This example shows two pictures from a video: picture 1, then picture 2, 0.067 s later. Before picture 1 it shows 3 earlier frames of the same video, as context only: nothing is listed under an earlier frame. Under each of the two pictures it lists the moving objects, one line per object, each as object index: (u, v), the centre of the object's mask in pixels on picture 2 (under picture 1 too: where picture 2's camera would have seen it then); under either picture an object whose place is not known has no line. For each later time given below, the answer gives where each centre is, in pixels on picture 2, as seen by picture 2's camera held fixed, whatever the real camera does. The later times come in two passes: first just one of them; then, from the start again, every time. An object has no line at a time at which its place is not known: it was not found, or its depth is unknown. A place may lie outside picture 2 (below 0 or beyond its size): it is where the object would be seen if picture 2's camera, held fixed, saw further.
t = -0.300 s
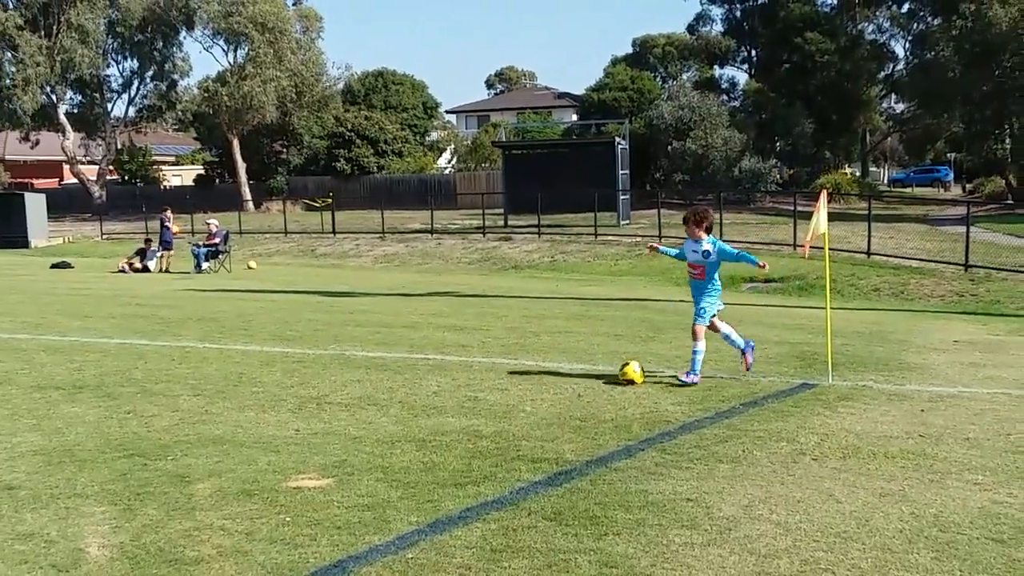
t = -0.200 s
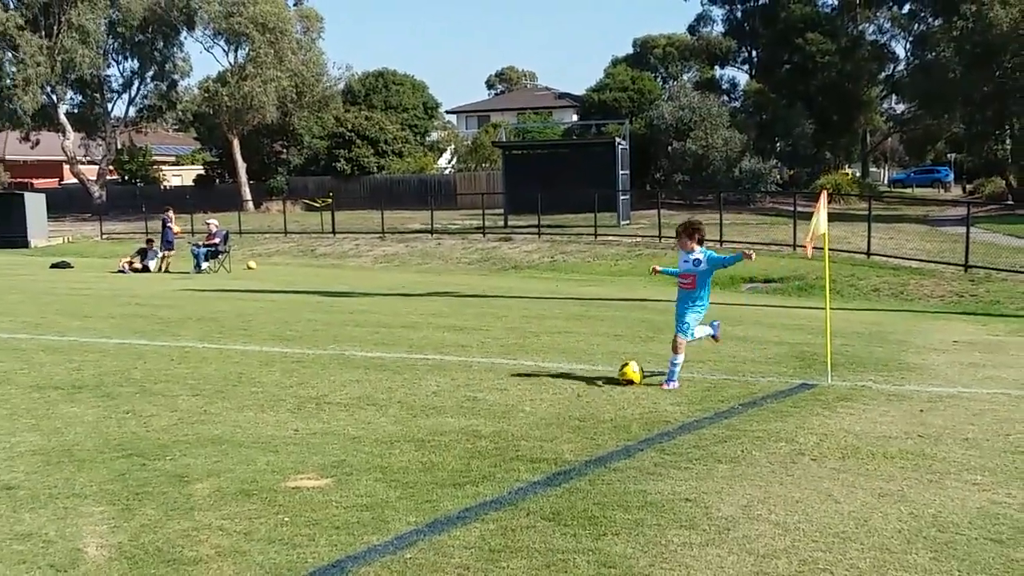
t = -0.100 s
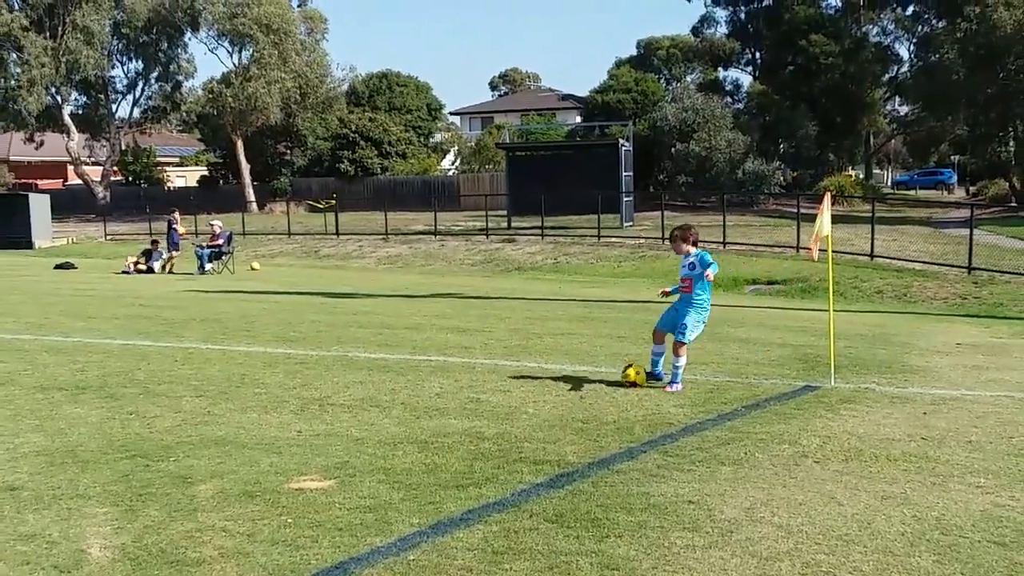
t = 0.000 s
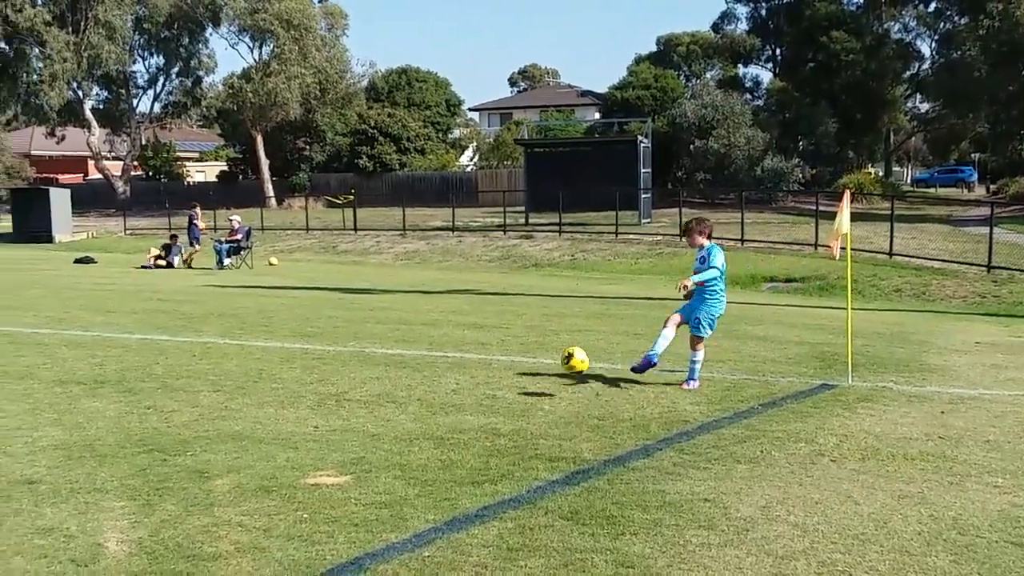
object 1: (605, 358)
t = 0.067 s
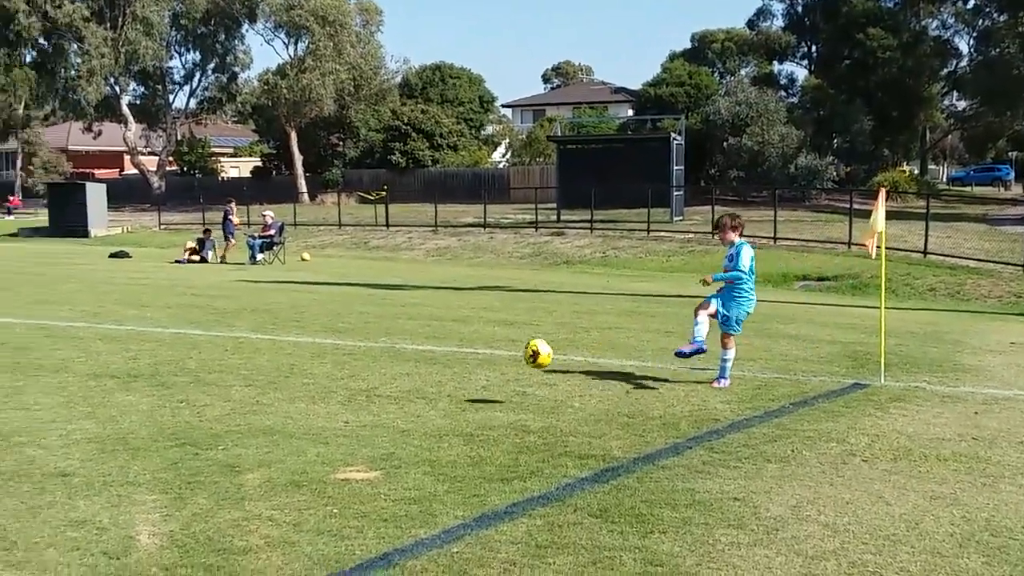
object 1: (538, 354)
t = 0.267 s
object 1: (283, 385)
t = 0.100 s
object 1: (502, 353)
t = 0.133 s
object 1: (463, 355)
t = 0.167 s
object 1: (423, 359)
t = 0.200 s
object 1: (379, 365)
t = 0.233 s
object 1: (333, 374)
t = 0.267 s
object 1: (283, 385)
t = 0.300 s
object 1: (228, 399)
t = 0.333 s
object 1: (169, 418)
